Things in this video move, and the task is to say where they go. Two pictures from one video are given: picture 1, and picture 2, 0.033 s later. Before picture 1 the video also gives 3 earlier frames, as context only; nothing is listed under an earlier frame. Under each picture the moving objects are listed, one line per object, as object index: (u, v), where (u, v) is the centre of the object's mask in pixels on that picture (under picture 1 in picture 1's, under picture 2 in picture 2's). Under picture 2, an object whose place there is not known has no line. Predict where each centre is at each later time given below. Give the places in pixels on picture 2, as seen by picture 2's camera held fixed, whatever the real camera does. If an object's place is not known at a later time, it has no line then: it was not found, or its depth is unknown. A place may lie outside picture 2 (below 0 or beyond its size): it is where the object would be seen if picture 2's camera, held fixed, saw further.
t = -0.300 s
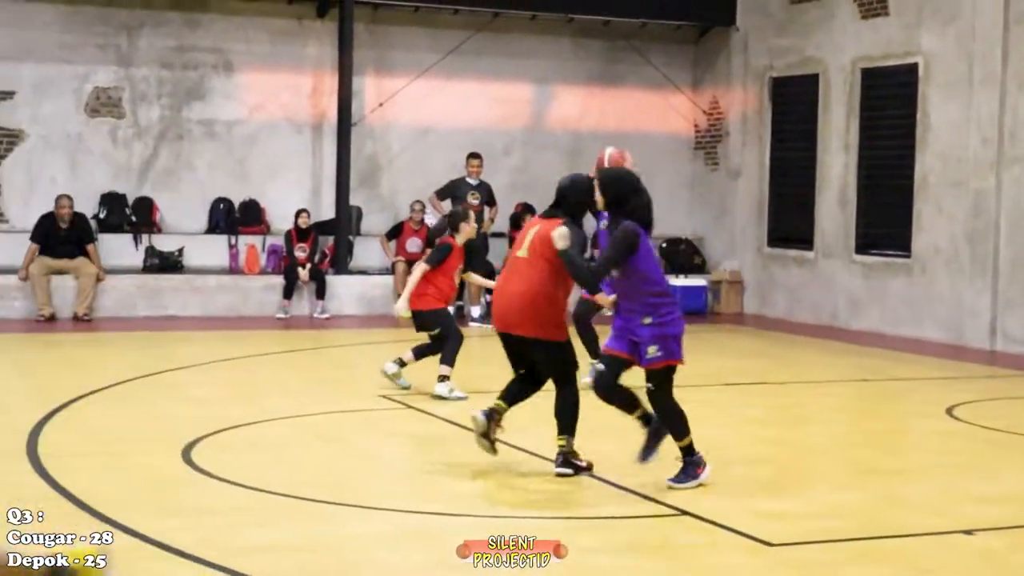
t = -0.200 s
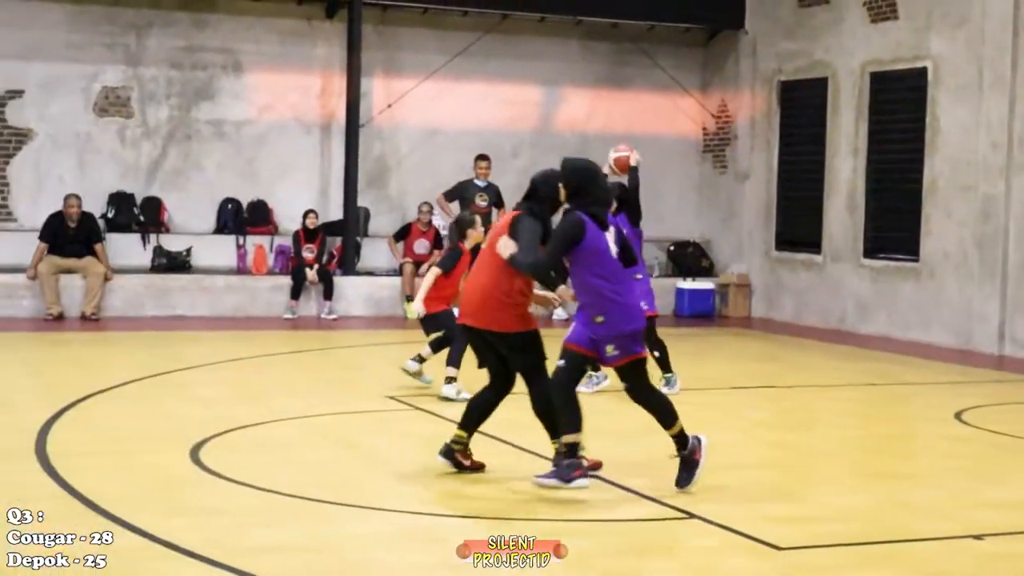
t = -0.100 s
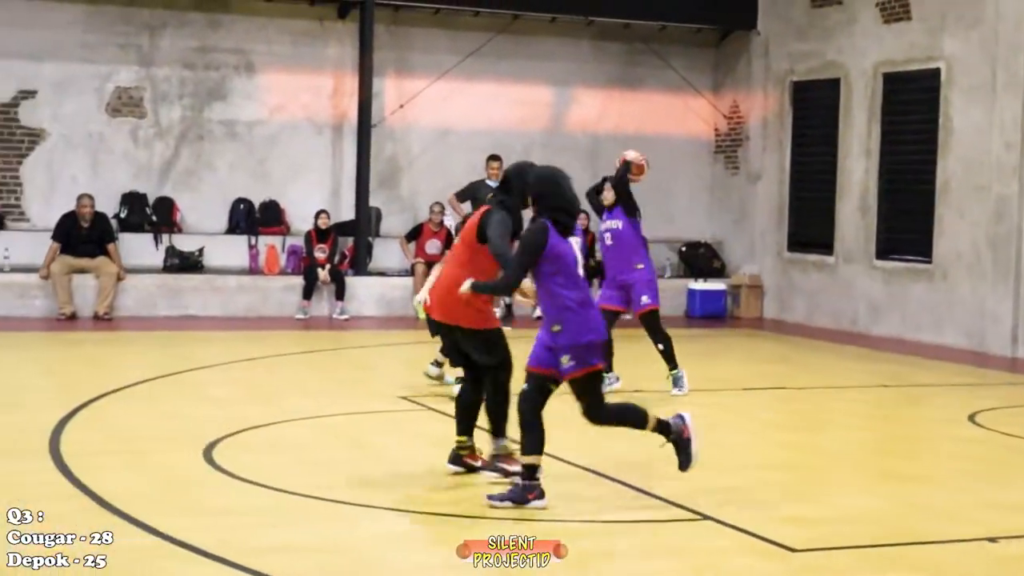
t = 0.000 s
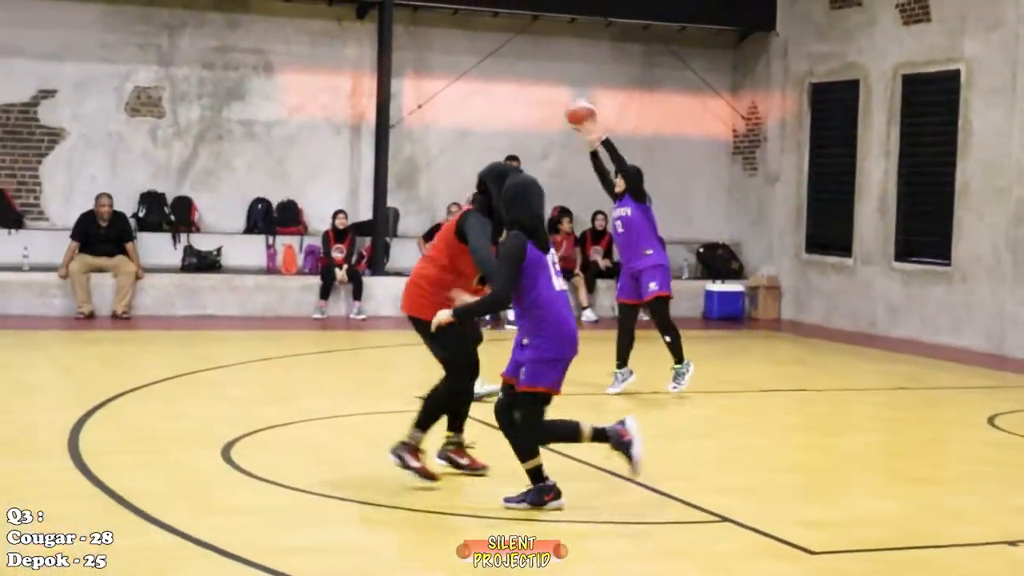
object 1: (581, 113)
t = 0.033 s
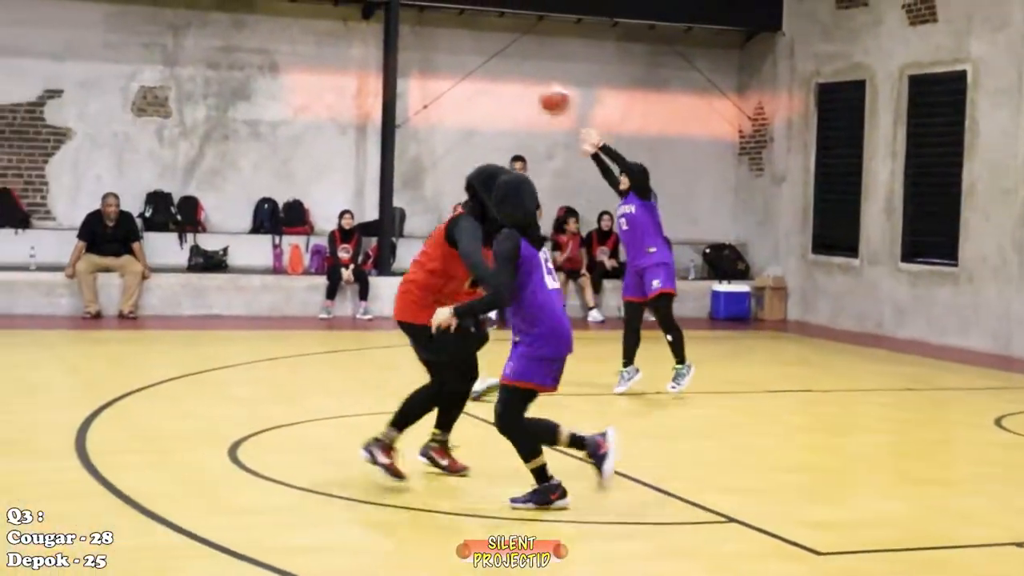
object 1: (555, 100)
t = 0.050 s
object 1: (537, 92)
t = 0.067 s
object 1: (520, 84)
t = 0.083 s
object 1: (502, 79)
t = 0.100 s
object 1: (484, 72)
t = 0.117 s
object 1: (466, 66)
